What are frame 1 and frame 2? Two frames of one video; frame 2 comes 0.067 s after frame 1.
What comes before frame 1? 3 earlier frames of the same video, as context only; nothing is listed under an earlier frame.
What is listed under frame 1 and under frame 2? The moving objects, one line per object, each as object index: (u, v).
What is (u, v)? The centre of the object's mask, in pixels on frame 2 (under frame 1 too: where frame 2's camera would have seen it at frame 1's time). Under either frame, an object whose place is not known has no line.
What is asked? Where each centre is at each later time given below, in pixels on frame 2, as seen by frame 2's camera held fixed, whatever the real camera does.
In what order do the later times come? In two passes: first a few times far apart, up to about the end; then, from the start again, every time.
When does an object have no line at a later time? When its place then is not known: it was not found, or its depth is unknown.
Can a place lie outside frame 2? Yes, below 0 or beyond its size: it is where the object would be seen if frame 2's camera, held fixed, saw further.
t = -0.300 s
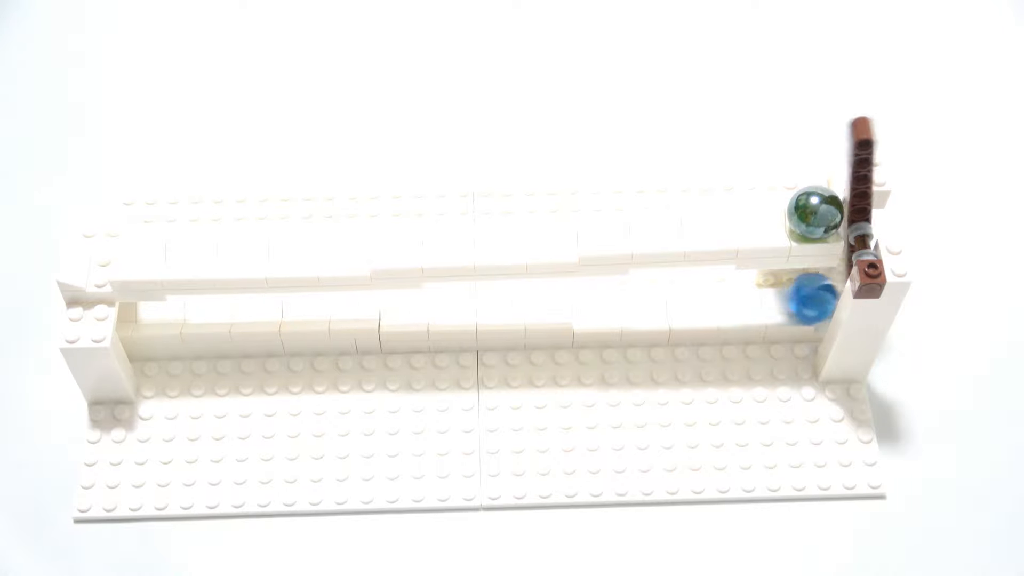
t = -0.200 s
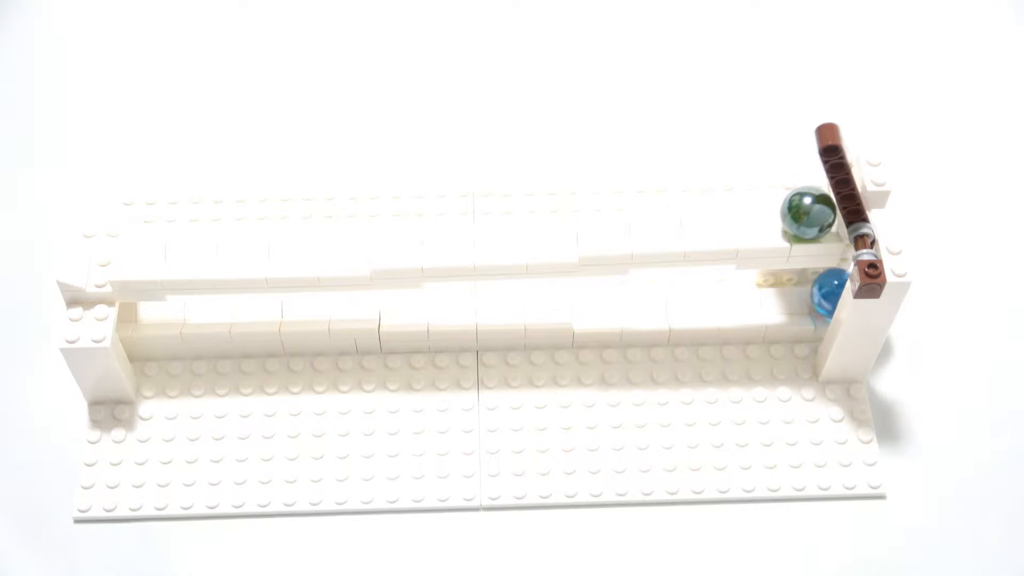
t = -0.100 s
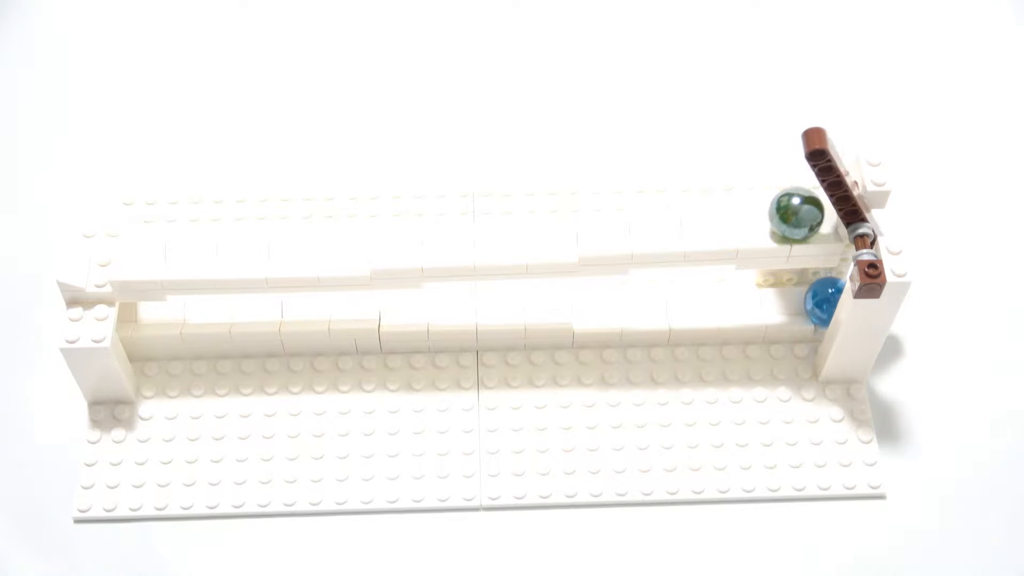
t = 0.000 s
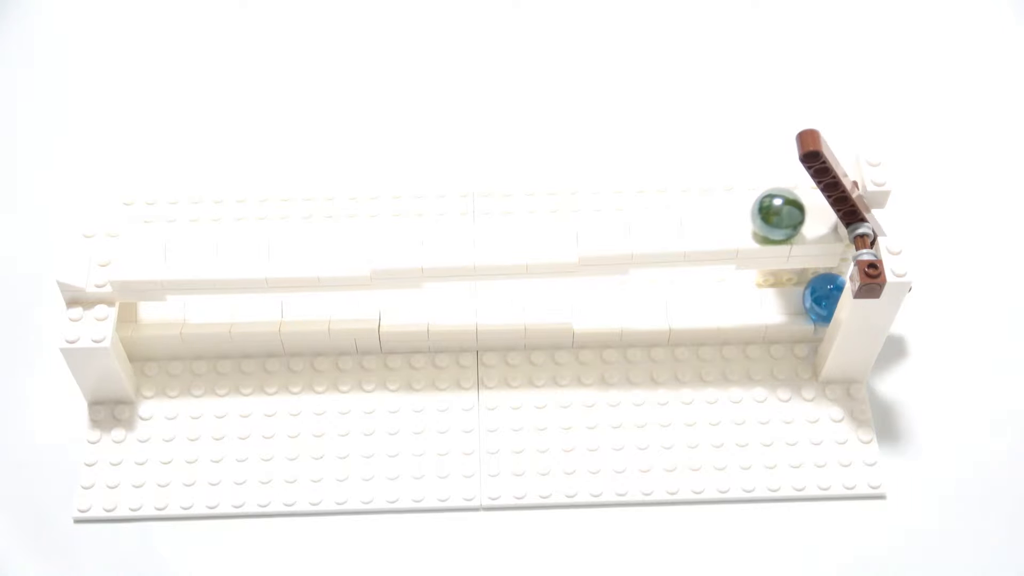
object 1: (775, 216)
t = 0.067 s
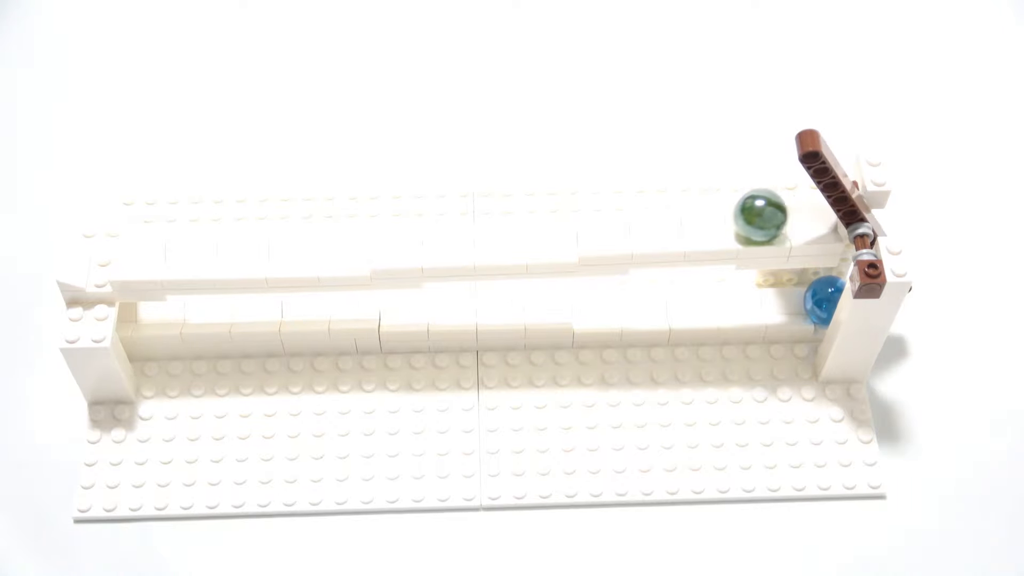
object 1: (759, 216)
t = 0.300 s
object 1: (677, 220)
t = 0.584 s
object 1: (534, 234)
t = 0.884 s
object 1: (331, 246)
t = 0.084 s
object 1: (755, 216)
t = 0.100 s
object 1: (749, 217)
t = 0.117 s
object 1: (744, 217)
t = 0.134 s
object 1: (739, 217)
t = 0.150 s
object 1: (733, 218)
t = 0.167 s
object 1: (727, 218)
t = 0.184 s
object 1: (722, 218)
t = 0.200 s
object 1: (716, 218)
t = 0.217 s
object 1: (709, 219)
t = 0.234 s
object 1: (703, 219)
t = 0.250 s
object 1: (697, 219)
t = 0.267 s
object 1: (690, 219)
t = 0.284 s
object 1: (684, 220)
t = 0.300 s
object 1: (677, 220)
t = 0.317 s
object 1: (669, 220)
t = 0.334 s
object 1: (662, 221)
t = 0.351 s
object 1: (655, 221)
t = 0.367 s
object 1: (648, 222)
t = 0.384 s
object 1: (640, 222)
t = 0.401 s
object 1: (633, 222)
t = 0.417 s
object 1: (625, 223)
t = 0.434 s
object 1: (617, 223)
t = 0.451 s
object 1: (608, 224)
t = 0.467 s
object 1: (601, 224)
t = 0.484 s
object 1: (592, 224)
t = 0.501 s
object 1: (584, 224)
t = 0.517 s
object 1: (574, 227)
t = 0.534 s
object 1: (565, 230)
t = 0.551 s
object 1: (555, 233)
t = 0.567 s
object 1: (544, 233)
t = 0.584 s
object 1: (534, 234)
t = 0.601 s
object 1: (523, 234)
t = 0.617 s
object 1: (512, 235)
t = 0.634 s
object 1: (501, 235)
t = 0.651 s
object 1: (490, 235)
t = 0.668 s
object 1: (478, 236)
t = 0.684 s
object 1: (468, 236)
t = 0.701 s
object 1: (456, 237)
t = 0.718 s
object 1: (445, 237)
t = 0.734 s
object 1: (434, 237)
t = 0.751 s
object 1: (422, 238)
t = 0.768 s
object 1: (411, 238)
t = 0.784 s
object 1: (399, 238)
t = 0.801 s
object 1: (389, 238)
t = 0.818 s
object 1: (377, 239)
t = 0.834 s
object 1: (366, 240)
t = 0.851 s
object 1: (353, 244)
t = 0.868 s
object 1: (343, 246)
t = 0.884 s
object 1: (331, 246)
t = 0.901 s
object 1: (319, 247)
